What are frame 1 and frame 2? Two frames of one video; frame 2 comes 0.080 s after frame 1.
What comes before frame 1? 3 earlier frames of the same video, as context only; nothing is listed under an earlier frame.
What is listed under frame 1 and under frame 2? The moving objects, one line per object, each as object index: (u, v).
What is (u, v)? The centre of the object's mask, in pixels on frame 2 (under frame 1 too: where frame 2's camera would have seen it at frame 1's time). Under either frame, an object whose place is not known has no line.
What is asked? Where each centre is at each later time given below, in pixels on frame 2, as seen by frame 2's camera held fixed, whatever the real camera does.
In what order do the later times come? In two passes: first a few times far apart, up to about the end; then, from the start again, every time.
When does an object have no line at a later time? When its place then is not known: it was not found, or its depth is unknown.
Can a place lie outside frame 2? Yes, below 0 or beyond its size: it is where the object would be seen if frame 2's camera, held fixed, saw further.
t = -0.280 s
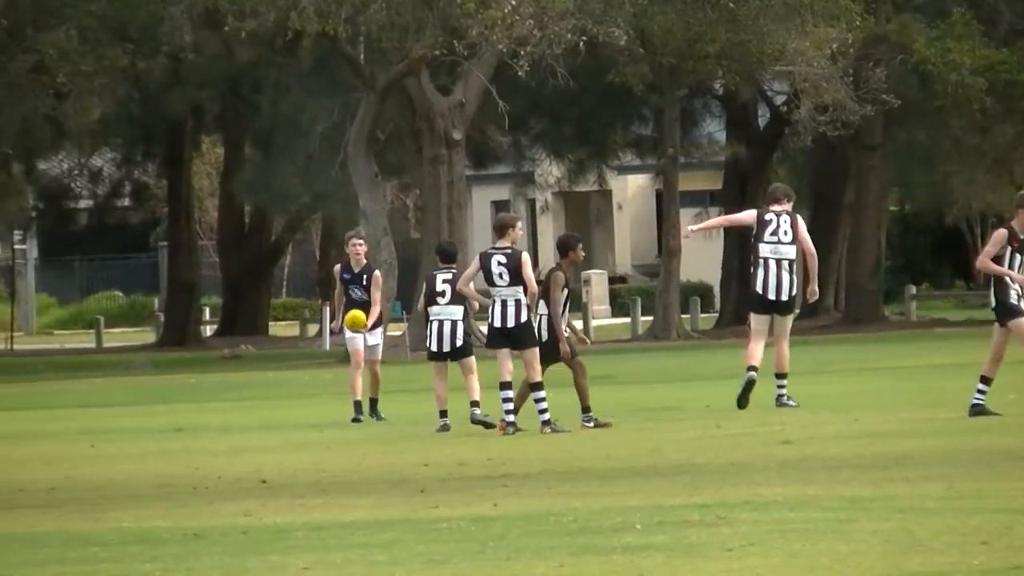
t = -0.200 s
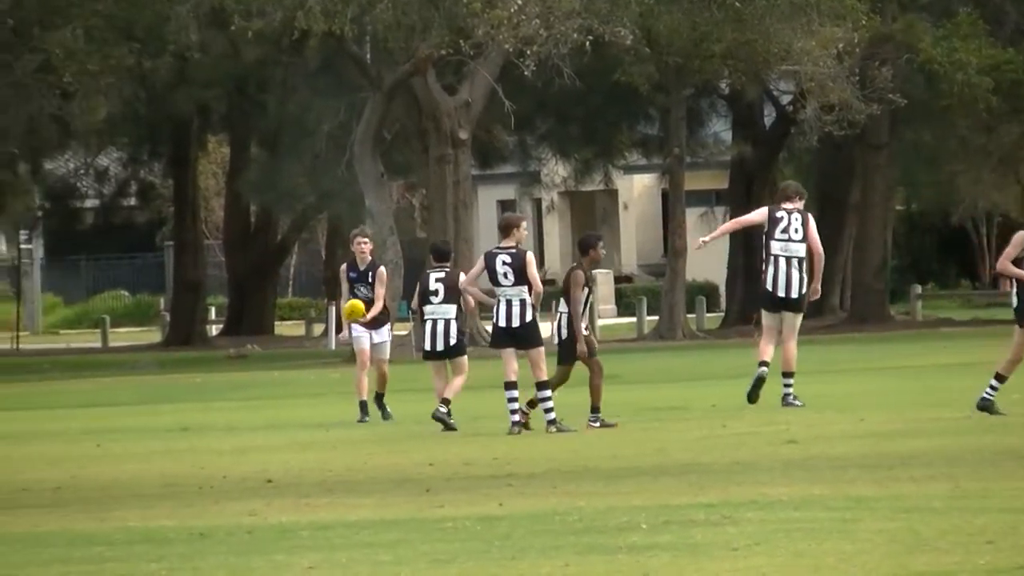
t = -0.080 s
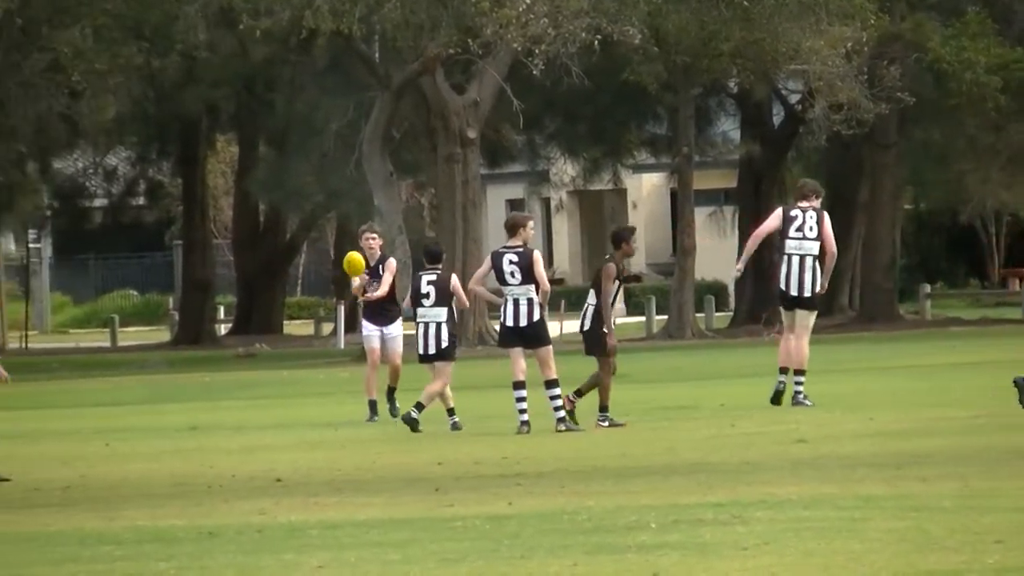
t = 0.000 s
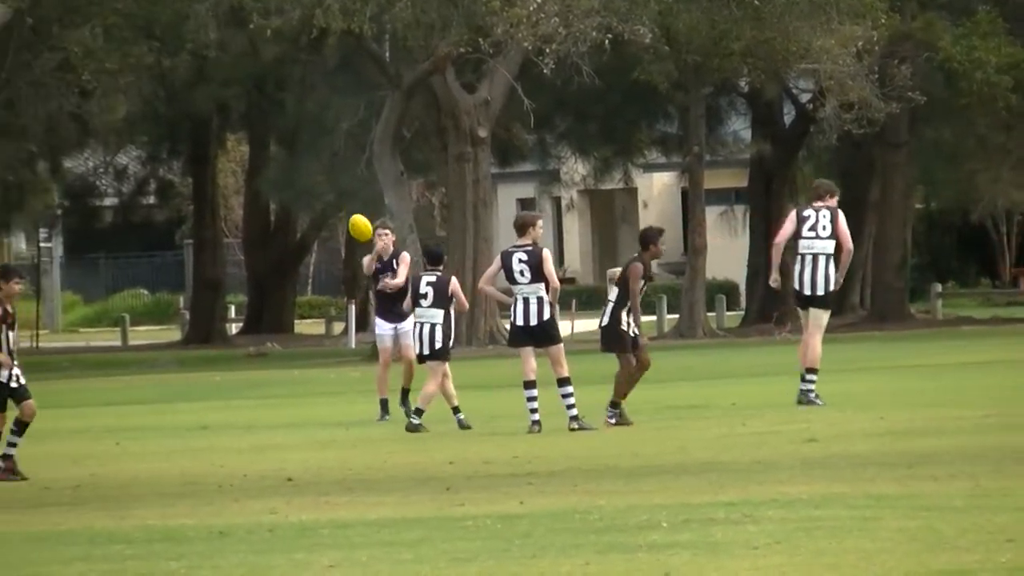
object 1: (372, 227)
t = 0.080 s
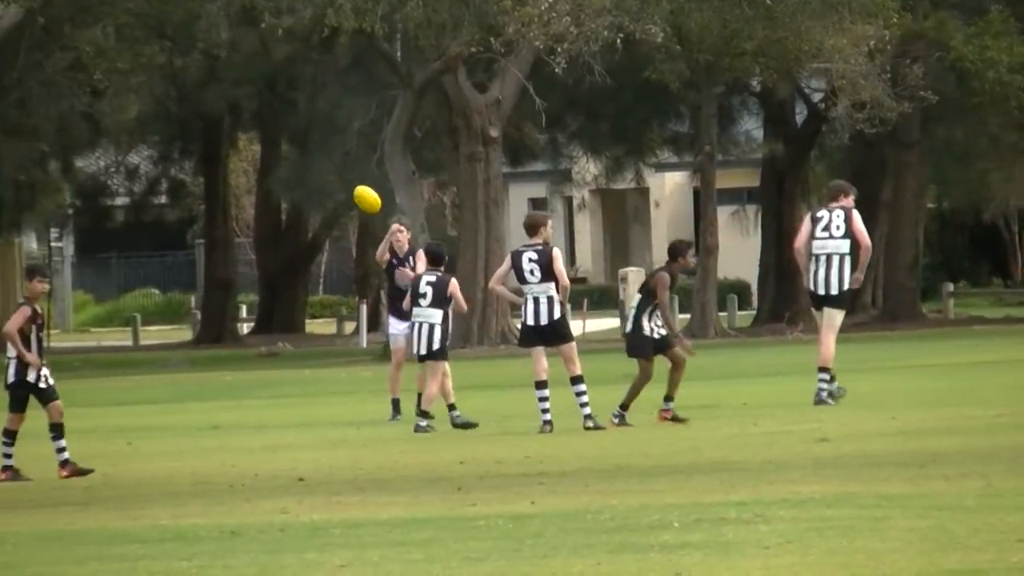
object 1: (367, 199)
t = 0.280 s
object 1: (354, 161)
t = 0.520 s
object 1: (341, 179)
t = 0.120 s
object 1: (364, 188)
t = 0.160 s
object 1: (362, 178)
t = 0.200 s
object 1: (359, 171)
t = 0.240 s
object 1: (357, 165)
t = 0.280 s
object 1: (354, 161)
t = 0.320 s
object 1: (351, 159)
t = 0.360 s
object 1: (349, 159)
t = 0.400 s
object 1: (347, 162)
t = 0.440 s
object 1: (345, 165)
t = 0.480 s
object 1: (342, 172)
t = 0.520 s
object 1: (341, 179)
